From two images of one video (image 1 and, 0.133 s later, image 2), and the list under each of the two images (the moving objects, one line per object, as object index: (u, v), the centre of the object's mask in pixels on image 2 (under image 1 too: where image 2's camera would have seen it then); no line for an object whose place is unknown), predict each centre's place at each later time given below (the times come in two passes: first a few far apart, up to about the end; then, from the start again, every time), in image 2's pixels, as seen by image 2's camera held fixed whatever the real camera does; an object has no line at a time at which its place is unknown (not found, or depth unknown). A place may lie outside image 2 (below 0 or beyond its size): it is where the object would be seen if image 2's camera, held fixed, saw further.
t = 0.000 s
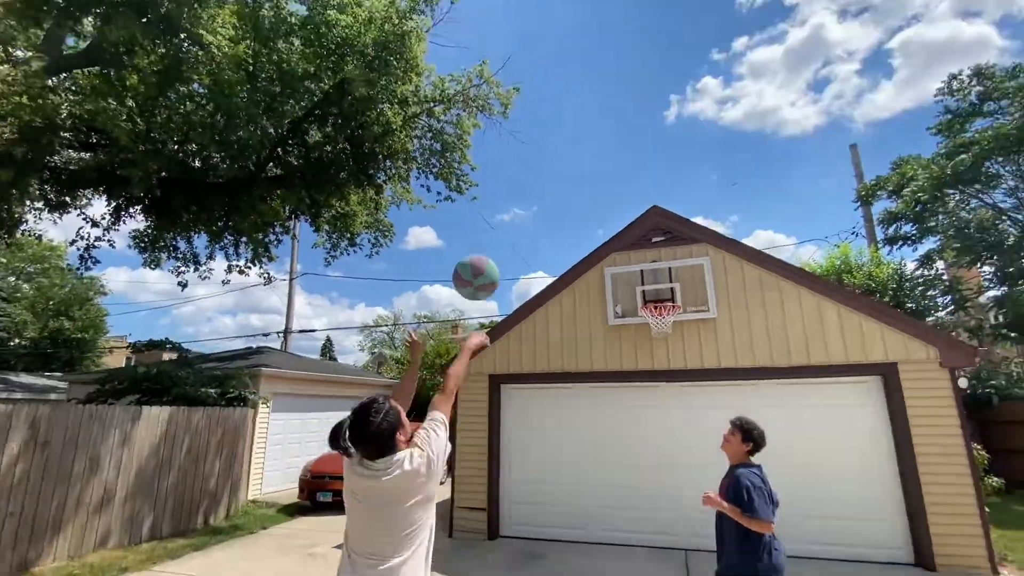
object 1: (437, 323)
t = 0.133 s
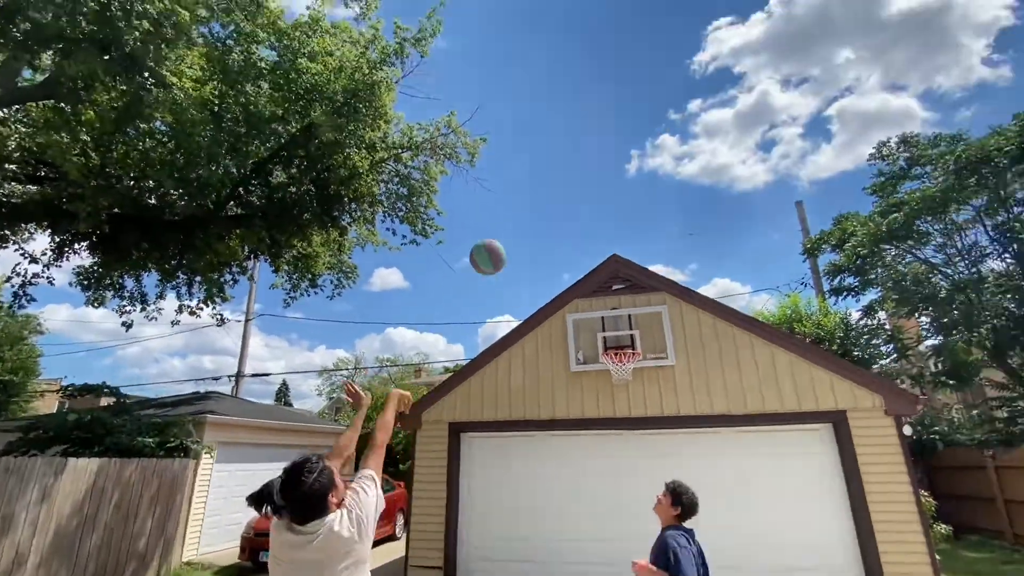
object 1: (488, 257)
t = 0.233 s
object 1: (513, 238)
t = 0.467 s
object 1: (556, 243)
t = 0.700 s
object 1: (586, 290)
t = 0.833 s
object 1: (602, 332)
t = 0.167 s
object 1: (497, 249)
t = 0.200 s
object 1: (506, 242)
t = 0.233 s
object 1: (513, 238)
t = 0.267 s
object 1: (521, 235)
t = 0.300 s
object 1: (528, 233)
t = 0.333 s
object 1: (534, 234)
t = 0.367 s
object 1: (540, 234)
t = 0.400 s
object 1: (545, 236)
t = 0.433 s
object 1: (551, 239)
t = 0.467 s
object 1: (556, 243)
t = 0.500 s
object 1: (561, 248)
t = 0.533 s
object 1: (566, 253)
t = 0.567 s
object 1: (570, 259)
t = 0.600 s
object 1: (574, 266)
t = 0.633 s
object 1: (579, 273)
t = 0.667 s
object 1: (583, 282)
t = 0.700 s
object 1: (586, 290)
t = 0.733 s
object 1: (591, 299)
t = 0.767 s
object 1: (594, 310)
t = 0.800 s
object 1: (598, 320)
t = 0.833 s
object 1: (602, 332)
